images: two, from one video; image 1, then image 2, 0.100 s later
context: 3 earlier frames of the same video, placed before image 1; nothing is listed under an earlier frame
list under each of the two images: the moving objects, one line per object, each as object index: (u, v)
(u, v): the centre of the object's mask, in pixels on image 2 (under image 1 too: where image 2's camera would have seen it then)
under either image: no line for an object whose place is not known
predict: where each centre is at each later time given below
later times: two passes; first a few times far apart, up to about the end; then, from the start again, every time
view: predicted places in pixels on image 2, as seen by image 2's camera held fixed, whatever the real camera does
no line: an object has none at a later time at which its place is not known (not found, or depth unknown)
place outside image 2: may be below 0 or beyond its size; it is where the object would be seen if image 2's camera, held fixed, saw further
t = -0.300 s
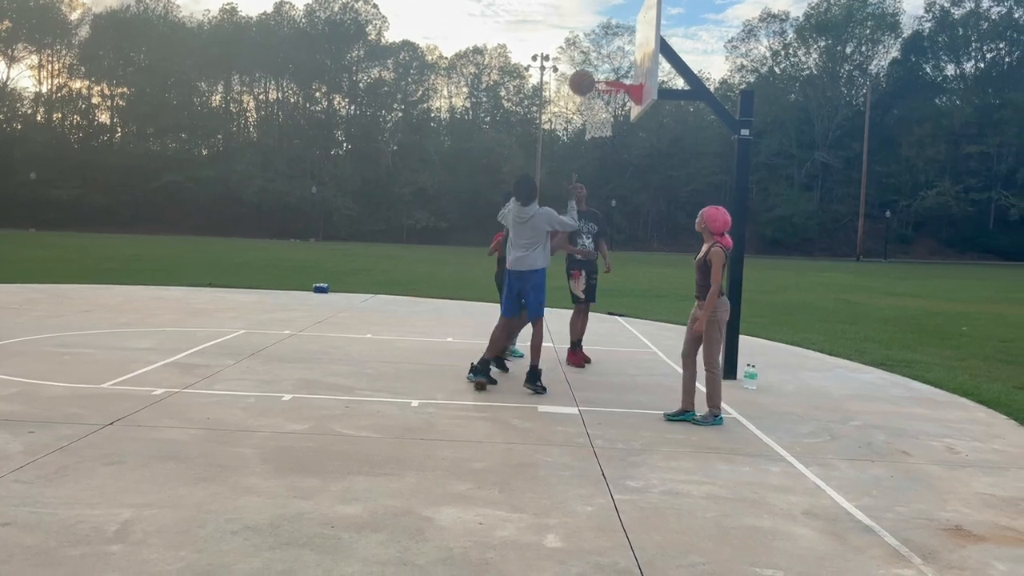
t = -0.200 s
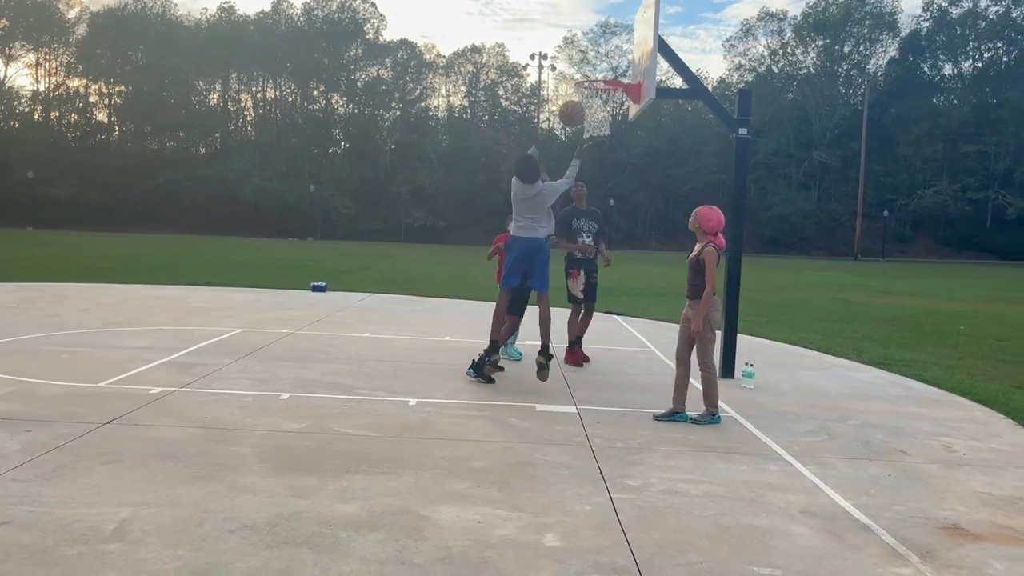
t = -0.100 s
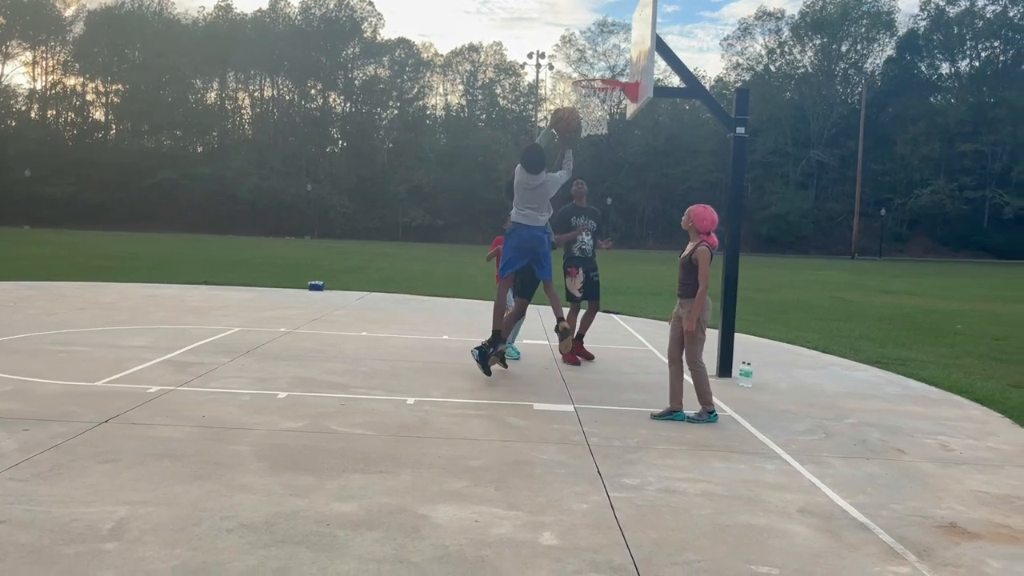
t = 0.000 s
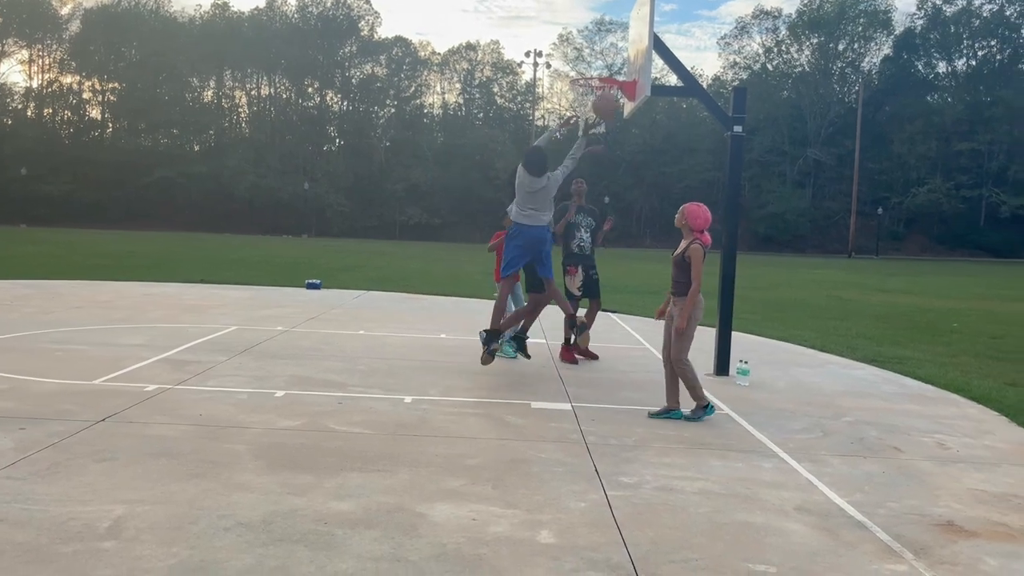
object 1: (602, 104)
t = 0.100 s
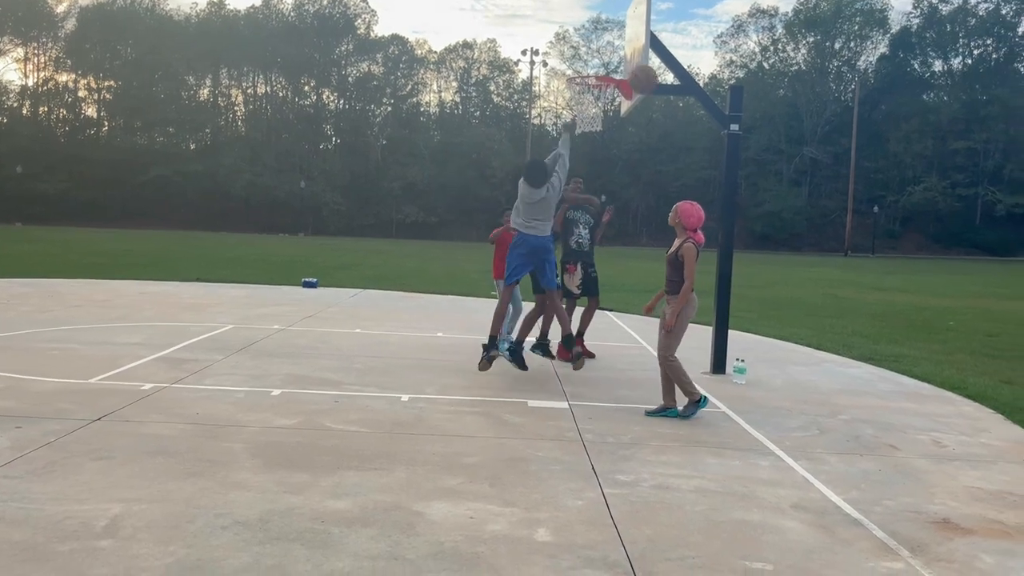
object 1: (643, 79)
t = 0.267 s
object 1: (712, 64)
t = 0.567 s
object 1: (844, 132)
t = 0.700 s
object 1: (904, 208)
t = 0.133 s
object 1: (656, 73)
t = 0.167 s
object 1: (670, 69)
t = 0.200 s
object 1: (684, 66)
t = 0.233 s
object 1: (698, 65)
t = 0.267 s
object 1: (712, 64)
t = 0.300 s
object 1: (726, 66)
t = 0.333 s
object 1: (741, 68)
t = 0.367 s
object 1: (755, 73)
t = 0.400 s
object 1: (770, 78)
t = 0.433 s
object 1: (785, 86)
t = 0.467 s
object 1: (800, 93)
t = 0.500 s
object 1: (814, 106)
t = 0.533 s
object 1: (828, 118)
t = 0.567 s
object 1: (844, 132)
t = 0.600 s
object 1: (859, 147)
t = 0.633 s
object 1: (874, 166)
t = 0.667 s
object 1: (889, 186)
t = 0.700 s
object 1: (904, 208)
